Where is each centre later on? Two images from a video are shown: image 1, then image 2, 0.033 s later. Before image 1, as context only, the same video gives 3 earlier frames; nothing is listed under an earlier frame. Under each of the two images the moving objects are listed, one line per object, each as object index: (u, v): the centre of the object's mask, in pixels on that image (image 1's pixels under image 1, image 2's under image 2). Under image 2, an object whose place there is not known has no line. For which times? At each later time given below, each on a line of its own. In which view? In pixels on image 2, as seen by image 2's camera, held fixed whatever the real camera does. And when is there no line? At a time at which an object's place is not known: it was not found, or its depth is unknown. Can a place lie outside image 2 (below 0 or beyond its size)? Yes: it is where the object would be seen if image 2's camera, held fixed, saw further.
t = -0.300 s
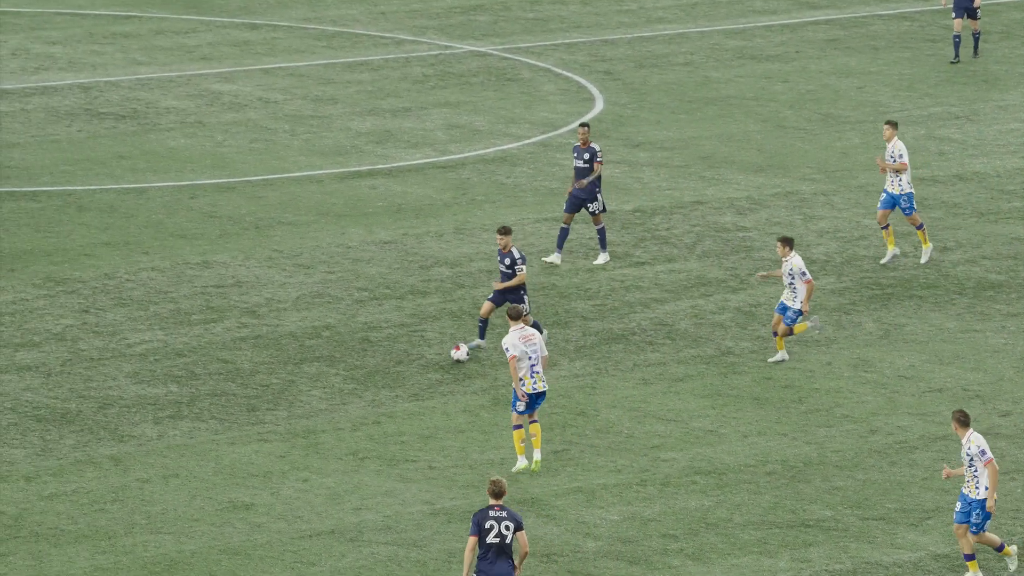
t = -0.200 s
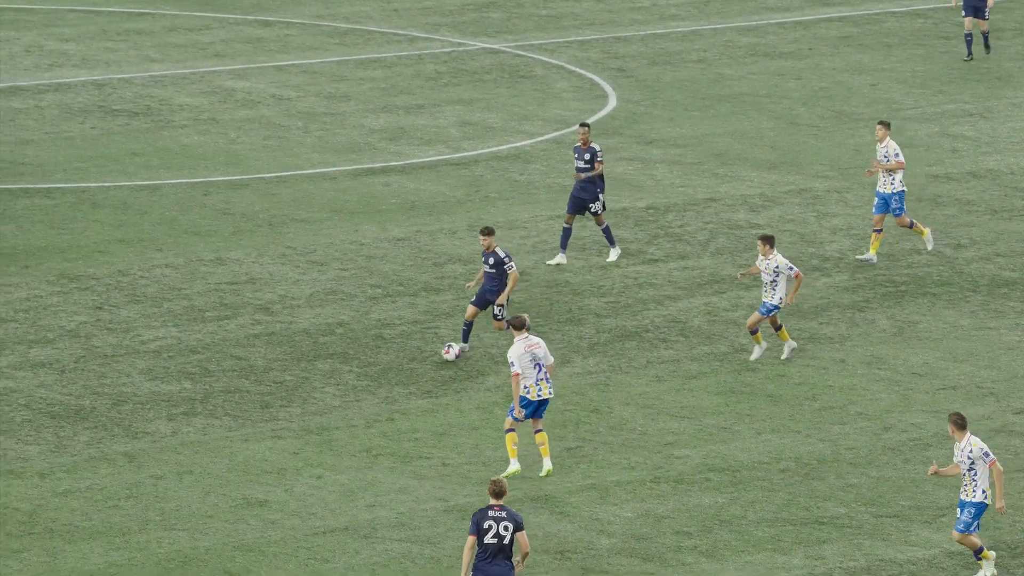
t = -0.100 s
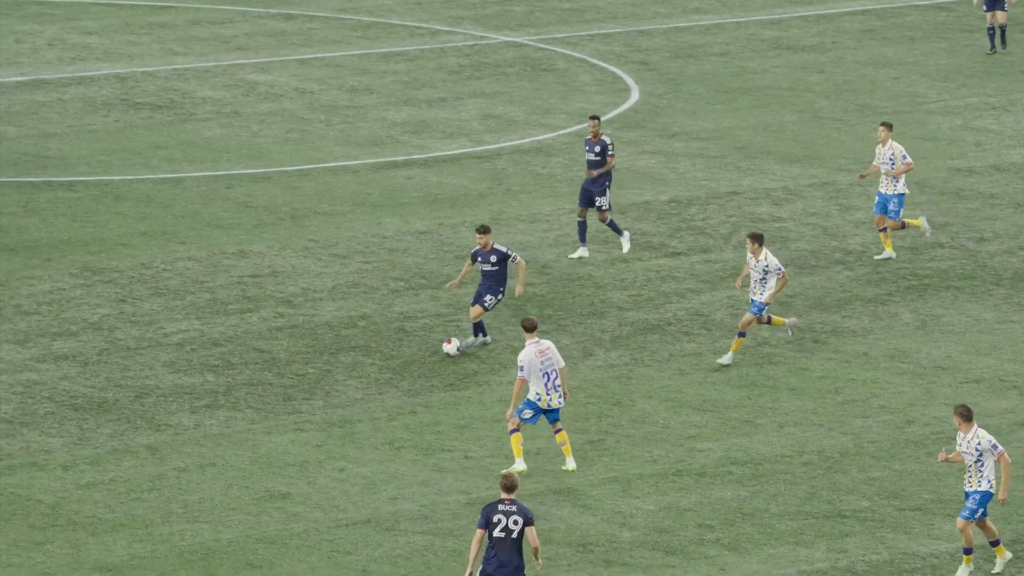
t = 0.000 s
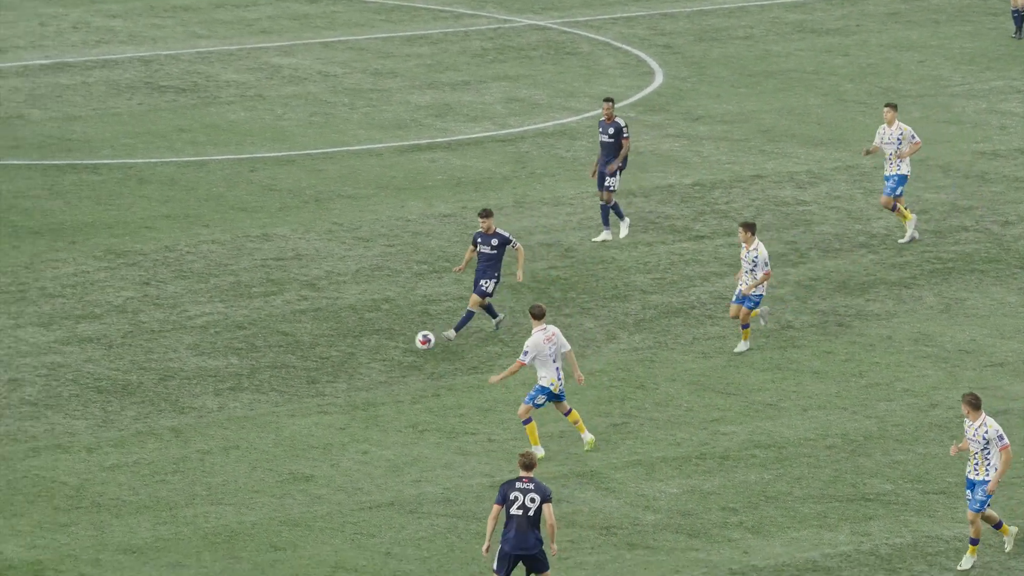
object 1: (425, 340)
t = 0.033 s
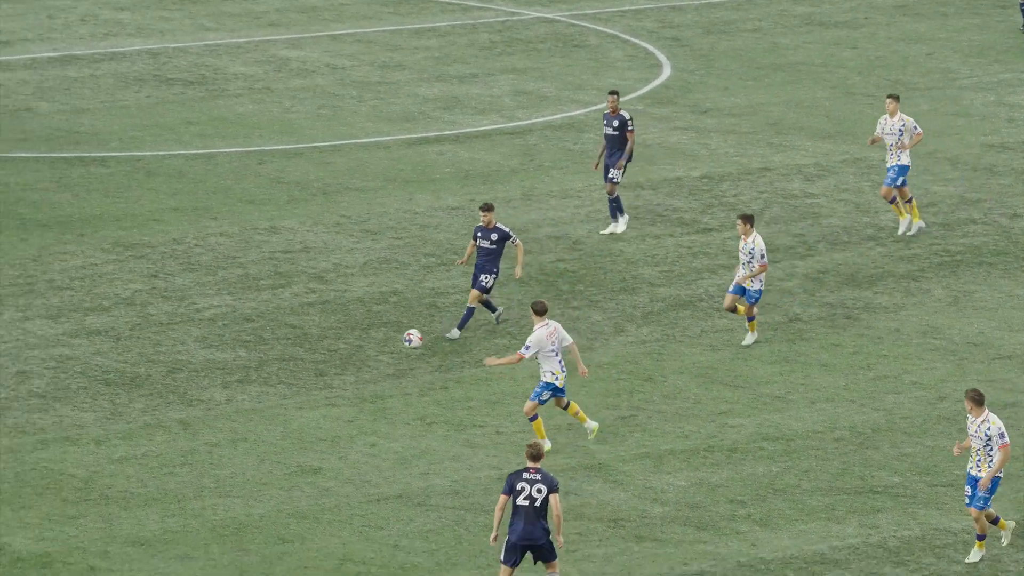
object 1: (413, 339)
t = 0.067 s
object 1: (394, 345)
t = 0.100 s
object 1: (374, 353)
